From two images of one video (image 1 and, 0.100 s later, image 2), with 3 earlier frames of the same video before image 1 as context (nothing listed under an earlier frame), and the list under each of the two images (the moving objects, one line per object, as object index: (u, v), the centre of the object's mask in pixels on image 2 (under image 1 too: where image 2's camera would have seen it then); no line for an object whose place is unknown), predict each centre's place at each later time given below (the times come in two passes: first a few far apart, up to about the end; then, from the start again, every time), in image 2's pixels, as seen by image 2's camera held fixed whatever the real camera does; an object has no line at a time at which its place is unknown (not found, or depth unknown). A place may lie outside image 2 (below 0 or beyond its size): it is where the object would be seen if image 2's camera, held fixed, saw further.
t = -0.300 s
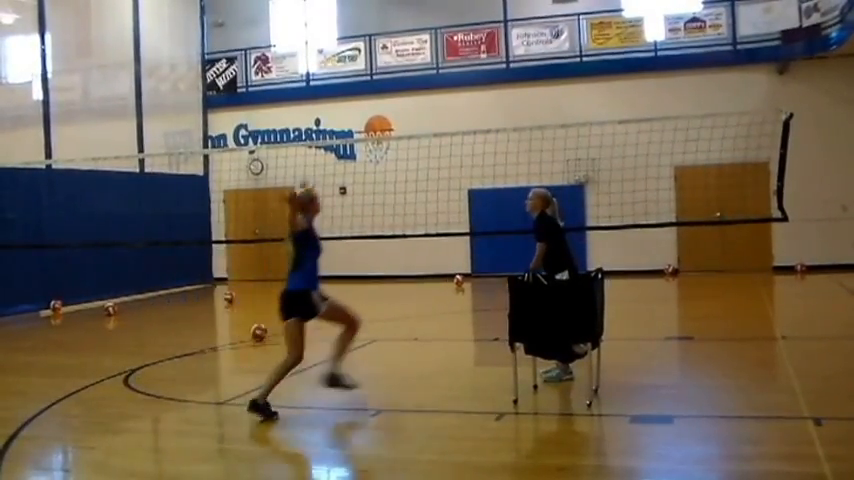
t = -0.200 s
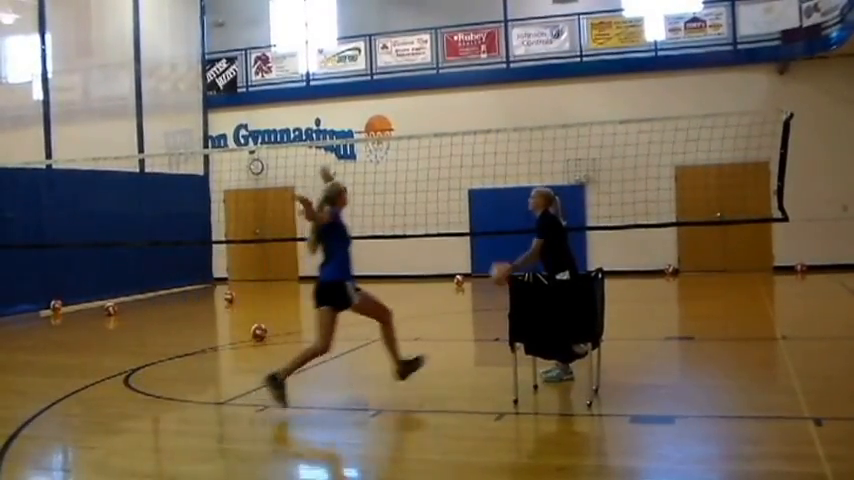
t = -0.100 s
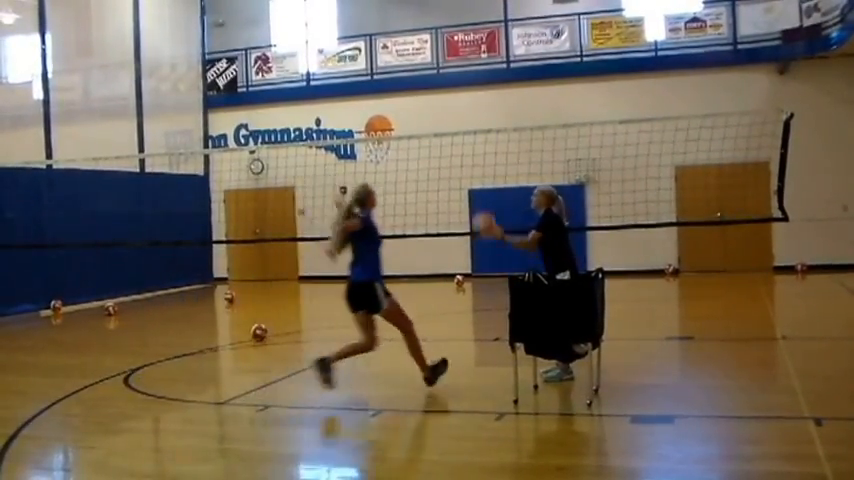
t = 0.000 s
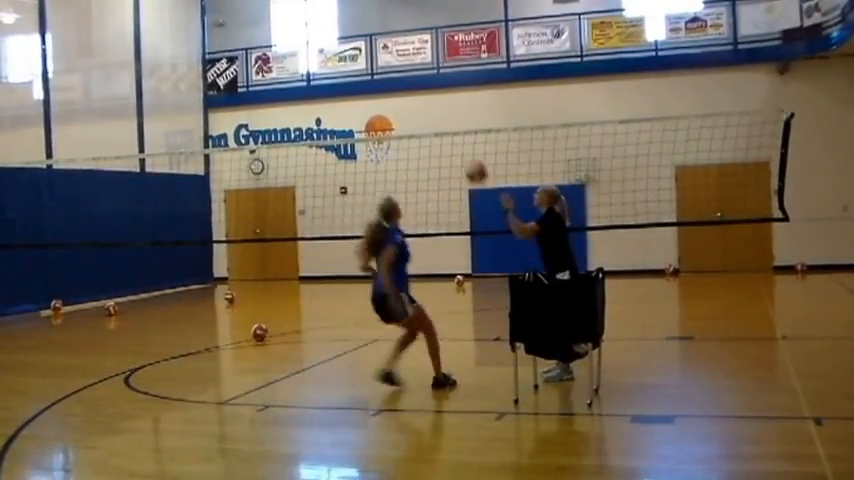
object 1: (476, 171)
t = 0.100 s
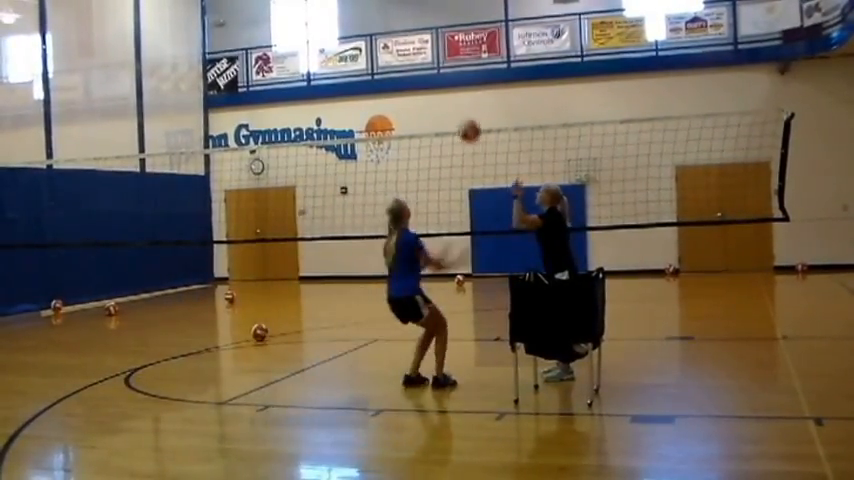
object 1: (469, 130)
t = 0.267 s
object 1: (459, 84)
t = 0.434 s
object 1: (451, 70)
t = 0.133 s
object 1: (467, 119)
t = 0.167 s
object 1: (465, 109)
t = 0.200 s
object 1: (463, 99)
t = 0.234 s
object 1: (461, 91)
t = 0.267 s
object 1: (459, 84)
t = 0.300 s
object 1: (456, 80)
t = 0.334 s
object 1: (456, 75)
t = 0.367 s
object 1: (455, 72)
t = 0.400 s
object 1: (453, 71)
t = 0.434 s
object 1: (451, 70)
